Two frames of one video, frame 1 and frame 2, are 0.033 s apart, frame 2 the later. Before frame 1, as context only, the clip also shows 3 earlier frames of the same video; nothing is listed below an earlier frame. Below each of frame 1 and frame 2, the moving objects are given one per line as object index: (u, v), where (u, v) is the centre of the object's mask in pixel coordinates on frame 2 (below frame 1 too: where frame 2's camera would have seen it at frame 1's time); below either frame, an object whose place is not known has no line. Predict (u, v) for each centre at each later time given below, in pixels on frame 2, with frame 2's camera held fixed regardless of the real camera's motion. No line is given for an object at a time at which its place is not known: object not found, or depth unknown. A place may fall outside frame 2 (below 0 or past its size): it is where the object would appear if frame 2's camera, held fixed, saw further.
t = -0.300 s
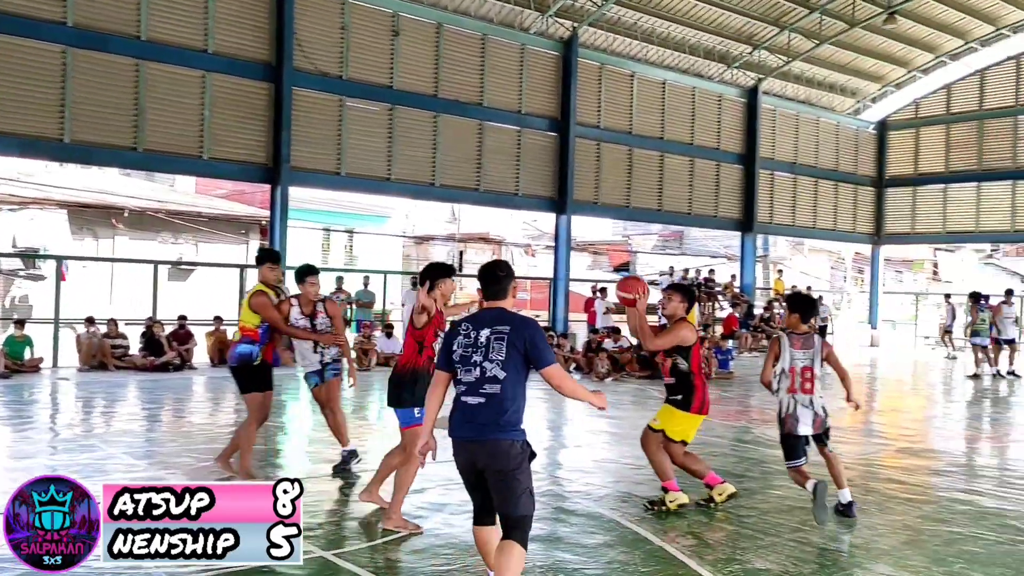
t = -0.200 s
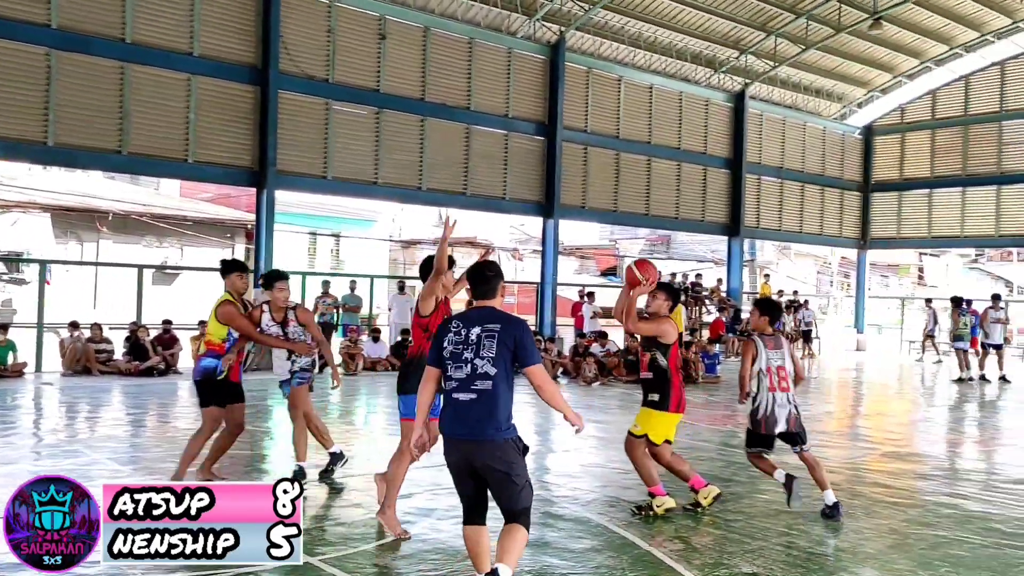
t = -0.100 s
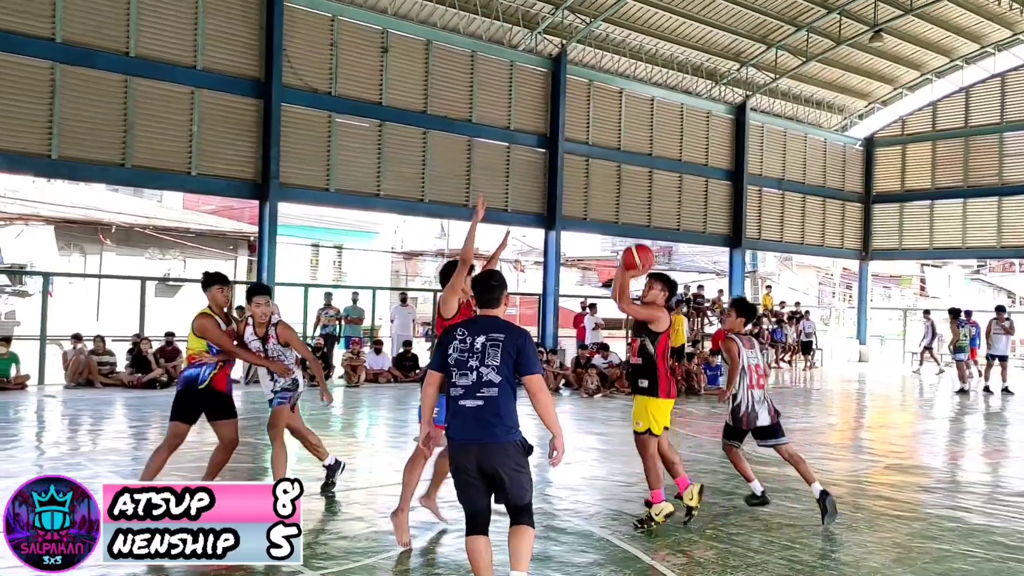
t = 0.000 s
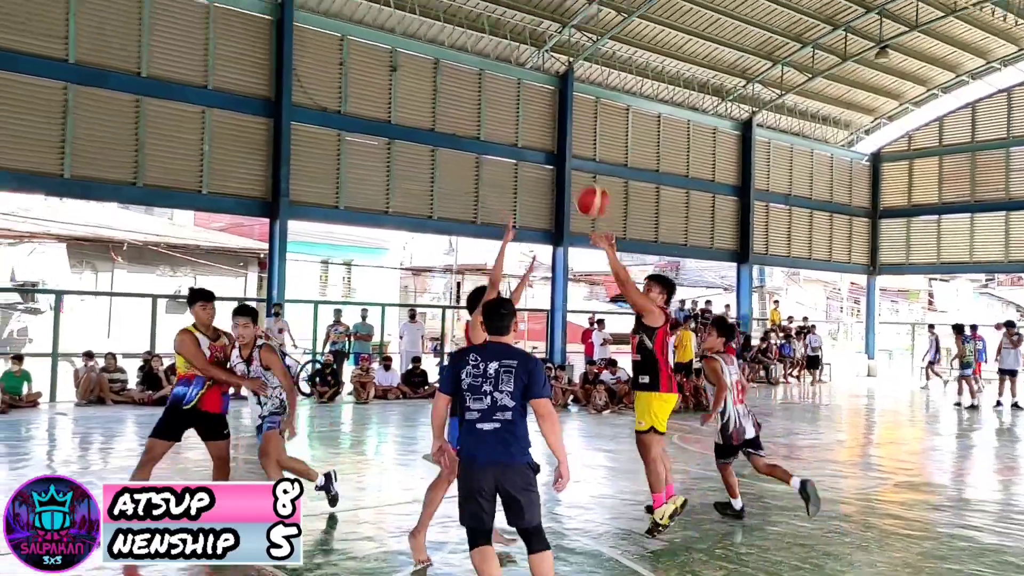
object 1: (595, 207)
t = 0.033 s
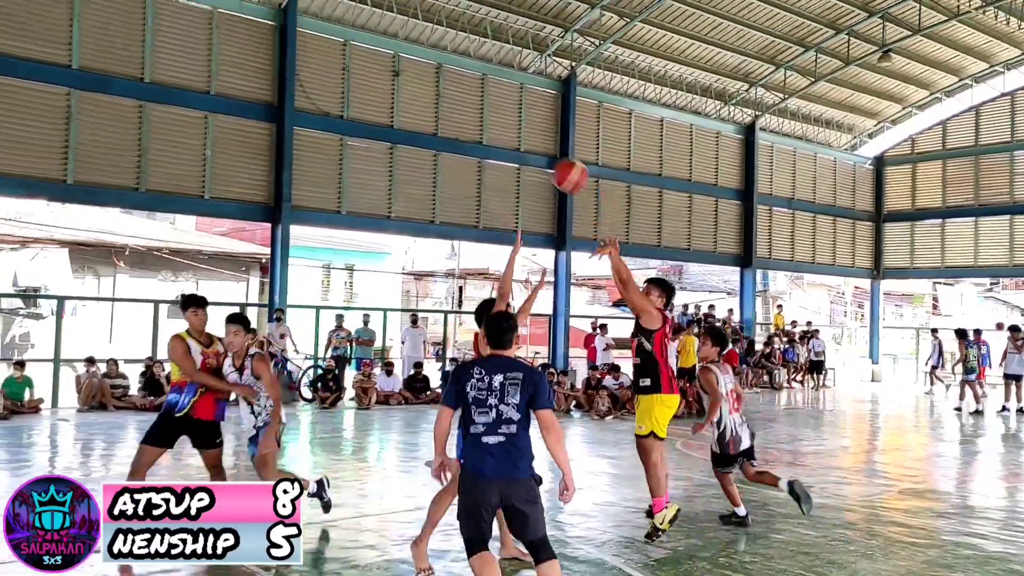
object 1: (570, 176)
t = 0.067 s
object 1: (545, 148)
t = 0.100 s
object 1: (517, 118)
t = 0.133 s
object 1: (491, 94)
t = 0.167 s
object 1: (463, 69)
